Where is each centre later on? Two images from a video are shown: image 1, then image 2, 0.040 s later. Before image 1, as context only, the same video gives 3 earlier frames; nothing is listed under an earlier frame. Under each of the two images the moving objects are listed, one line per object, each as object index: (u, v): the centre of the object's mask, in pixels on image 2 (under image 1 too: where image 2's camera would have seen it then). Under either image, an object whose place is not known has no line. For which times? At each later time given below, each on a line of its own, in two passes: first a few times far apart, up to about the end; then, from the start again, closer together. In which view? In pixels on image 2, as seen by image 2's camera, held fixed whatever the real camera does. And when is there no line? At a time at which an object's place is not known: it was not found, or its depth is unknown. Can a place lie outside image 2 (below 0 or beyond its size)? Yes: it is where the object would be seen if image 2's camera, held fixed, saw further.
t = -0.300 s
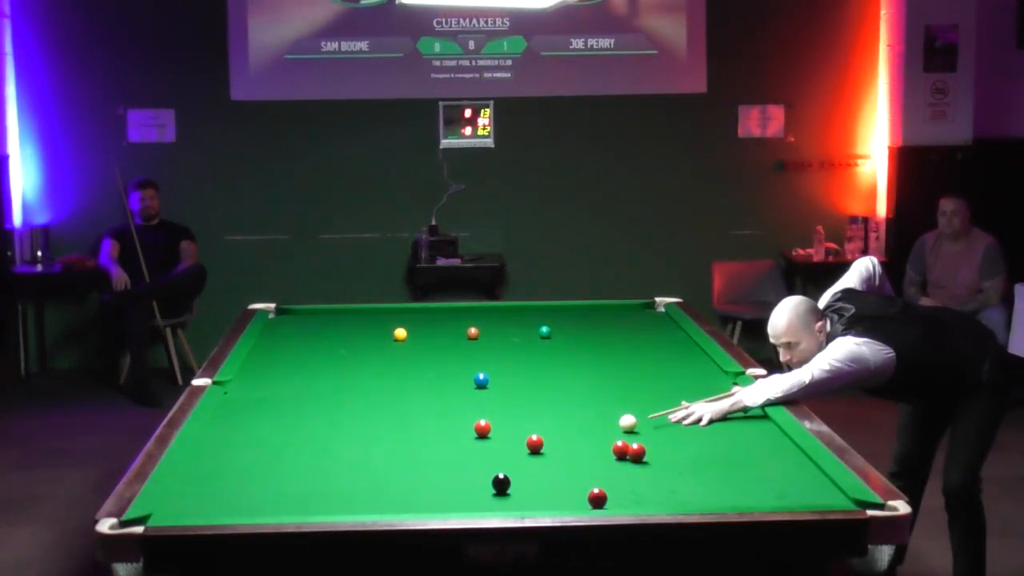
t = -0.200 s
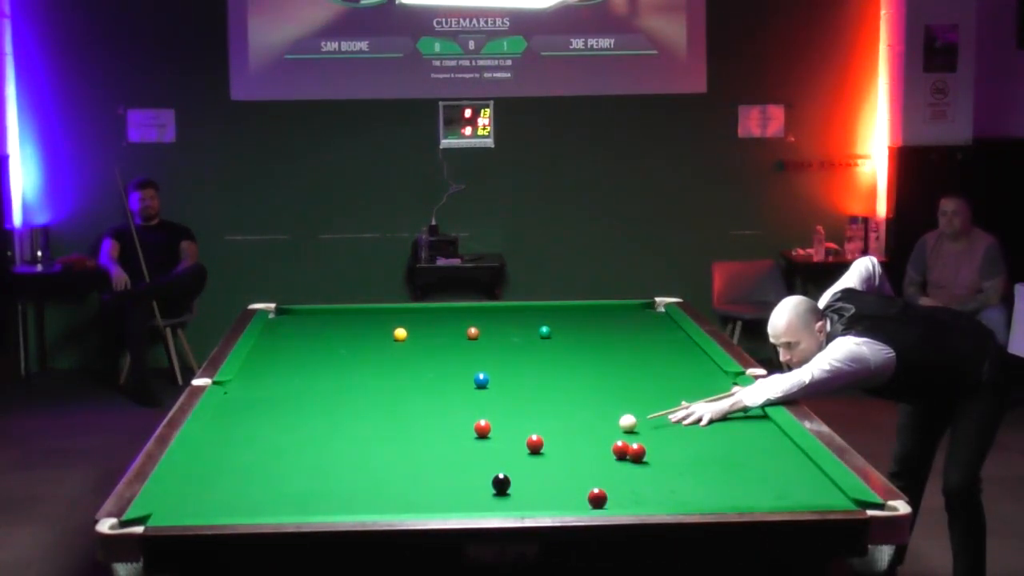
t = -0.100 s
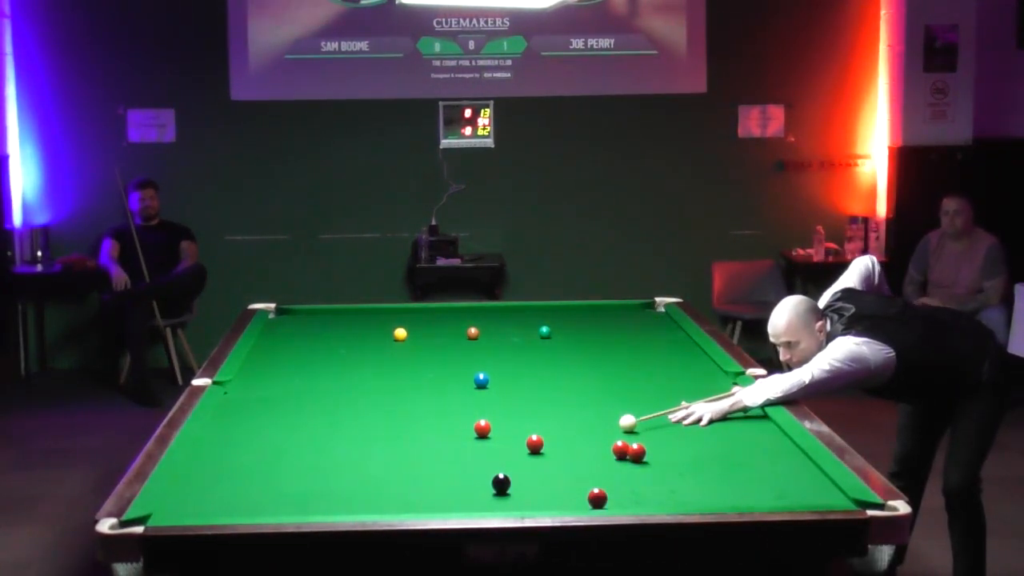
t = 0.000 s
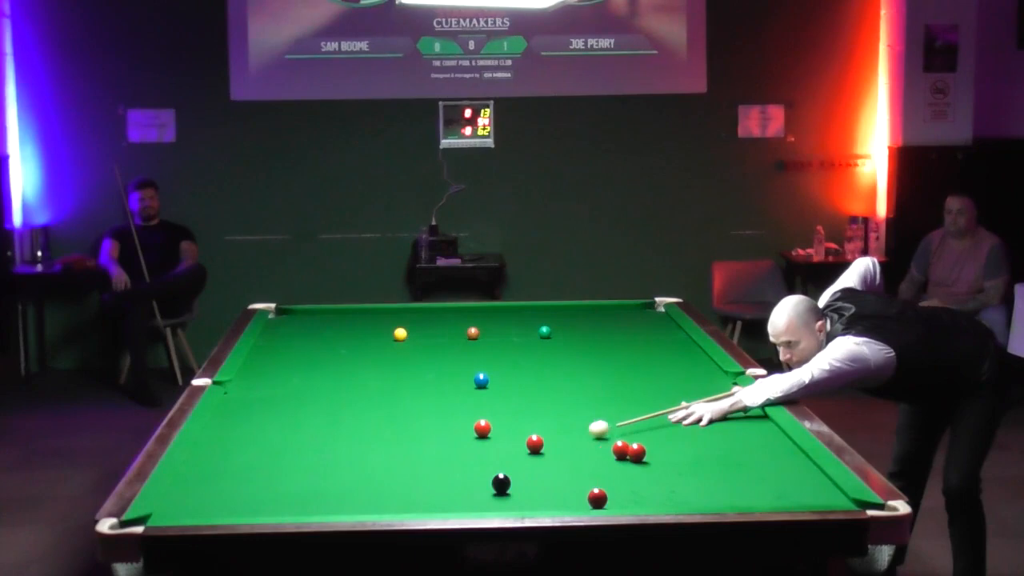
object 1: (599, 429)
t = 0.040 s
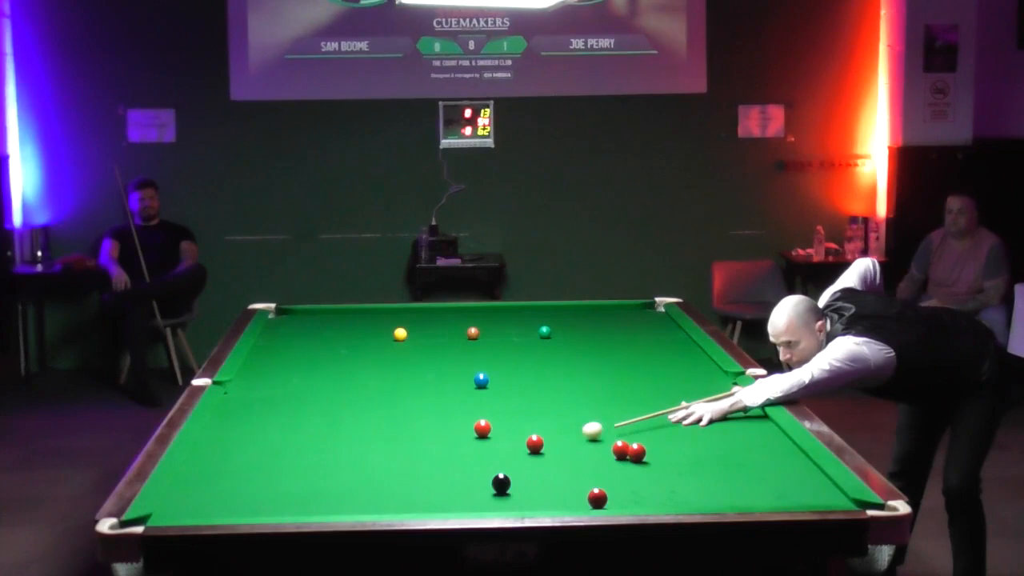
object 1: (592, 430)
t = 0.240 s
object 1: (547, 441)
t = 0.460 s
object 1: (533, 445)
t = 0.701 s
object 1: (516, 449)
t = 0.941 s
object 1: (501, 454)
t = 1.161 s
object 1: (487, 458)
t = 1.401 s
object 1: (474, 461)
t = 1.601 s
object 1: (463, 464)
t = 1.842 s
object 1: (451, 468)
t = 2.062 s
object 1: (441, 470)
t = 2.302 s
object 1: (430, 474)
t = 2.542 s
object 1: (421, 477)
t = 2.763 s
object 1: (414, 479)
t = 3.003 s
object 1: (407, 481)
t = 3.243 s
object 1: (401, 483)
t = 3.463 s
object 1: (397, 485)
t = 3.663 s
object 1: (394, 487)
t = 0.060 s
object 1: (580, 433)
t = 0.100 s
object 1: (568, 436)
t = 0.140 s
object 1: (562, 437)
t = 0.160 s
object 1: (551, 439)
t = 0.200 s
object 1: (548, 441)
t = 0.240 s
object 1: (547, 441)
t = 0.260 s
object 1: (546, 441)
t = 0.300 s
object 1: (544, 442)
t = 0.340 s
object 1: (542, 442)
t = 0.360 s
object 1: (540, 443)
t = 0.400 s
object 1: (537, 444)
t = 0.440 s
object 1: (535, 445)
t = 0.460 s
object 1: (533, 445)
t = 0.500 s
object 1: (530, 446)
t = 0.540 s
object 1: (528, 446)
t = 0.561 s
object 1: (526, 447)
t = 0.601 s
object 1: (523, 448)
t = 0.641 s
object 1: (520, 448)
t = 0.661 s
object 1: (519, 449)
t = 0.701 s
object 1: (516, 449)
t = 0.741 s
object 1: (514, 450)
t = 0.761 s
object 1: (512, 451)
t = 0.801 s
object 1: (510, 451)
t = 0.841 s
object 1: (507, 452)
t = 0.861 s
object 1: (506, 452)
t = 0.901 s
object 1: (503, 453)
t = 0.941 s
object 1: (501, 454)
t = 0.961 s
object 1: (499, 454)
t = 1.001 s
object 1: (497, 455)
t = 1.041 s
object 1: (494, 455)
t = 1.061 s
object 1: (493, 456)
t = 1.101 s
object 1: (491, 456)
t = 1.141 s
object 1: (488, 457)
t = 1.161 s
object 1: (487, 458)
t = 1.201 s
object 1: (485, 458)
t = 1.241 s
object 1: (482, 459)
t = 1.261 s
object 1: (481, 459)
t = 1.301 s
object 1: (479, 460)
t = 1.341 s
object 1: (477, 460)
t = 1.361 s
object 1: (476, 461)
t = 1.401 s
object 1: (474, 461)
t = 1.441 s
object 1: (471, 462)
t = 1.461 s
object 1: (470, 462)
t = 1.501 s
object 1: (468, 463)
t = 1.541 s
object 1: (466, 463)
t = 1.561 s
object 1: (465, 463)
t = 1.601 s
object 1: (463, 464)
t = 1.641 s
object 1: (460, 465)
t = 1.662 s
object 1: (460, 465)
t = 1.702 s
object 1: (458, 466)
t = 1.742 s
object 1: (455, 467)
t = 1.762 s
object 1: (454, 467)
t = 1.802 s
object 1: (453, 467)
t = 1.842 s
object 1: (451, 468)
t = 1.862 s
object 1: (450, 468)
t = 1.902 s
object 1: (448, 468)
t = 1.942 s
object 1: (446, 469)
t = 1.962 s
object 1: (445, 469)
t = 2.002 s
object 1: (443, 470)
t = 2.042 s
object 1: (441, 470)
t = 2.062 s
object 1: (441, 470)
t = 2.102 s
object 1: (439, 471)
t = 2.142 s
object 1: (437, 472)
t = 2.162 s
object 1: (436, 472)
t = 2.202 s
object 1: (434, 473)
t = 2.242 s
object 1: (432, 473)
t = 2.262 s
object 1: (432, 473)
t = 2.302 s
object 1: (430, 474)
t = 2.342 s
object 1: (429, 474)
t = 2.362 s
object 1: (428, 475)
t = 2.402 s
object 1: (426, 475)
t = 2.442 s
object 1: (425, 476)
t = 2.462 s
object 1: (424, 476)
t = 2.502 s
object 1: (423, 476)
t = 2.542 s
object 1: (421, 477)
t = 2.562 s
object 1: (420, 477)
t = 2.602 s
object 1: (419, 477)
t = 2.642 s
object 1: (418, 477)
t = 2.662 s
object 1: (417, 478)
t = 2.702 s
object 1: (416, 478)
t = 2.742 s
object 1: (414, 479)
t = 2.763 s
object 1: (414, 479)
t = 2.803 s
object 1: (413, 479)
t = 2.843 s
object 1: (411, 480)
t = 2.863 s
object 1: (411, 480)
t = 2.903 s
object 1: (410, 480)
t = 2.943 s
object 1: (409, 481)
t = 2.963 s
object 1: (408, 481)
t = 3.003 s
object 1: (407, 481)
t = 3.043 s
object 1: (406, 482)
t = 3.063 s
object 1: (406, 482)
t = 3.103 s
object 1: (404, 482)
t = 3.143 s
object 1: (404, 483)
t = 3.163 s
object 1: (403, 483)
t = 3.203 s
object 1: (402, 483)
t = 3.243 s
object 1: (401, 483)
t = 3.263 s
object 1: (401, 484)
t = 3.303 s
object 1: (400, 484)
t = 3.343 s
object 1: (399, 484)
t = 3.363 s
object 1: (399, 485)
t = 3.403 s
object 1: (398, 485)
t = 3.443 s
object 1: (397, 485)
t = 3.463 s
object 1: (397, 485)
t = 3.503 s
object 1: (396, 485)
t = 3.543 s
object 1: (395, 486)
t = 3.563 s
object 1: (395, 486)
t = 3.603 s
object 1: (394, 486)
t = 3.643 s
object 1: (394, 486)
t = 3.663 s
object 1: (394, 487)
